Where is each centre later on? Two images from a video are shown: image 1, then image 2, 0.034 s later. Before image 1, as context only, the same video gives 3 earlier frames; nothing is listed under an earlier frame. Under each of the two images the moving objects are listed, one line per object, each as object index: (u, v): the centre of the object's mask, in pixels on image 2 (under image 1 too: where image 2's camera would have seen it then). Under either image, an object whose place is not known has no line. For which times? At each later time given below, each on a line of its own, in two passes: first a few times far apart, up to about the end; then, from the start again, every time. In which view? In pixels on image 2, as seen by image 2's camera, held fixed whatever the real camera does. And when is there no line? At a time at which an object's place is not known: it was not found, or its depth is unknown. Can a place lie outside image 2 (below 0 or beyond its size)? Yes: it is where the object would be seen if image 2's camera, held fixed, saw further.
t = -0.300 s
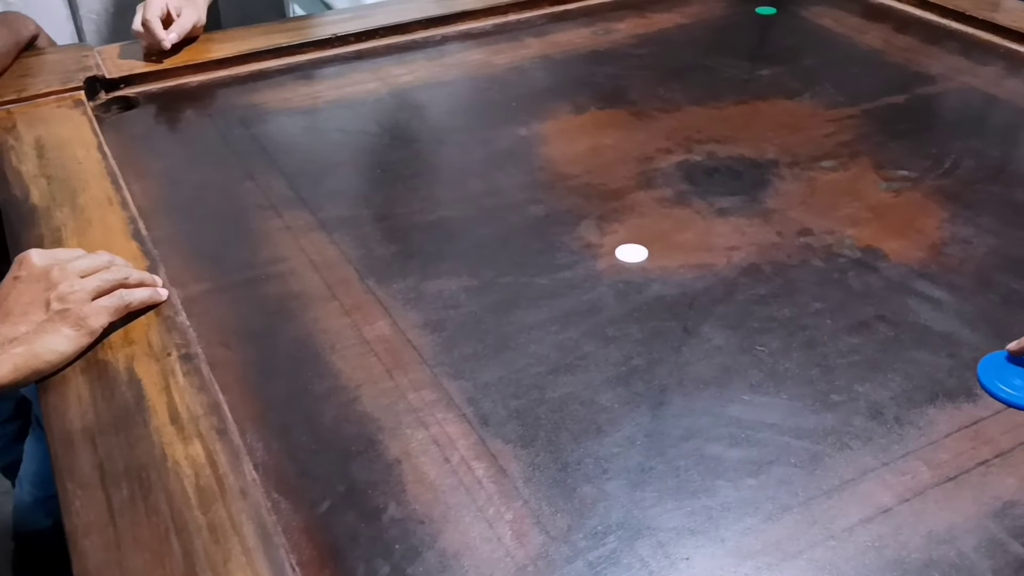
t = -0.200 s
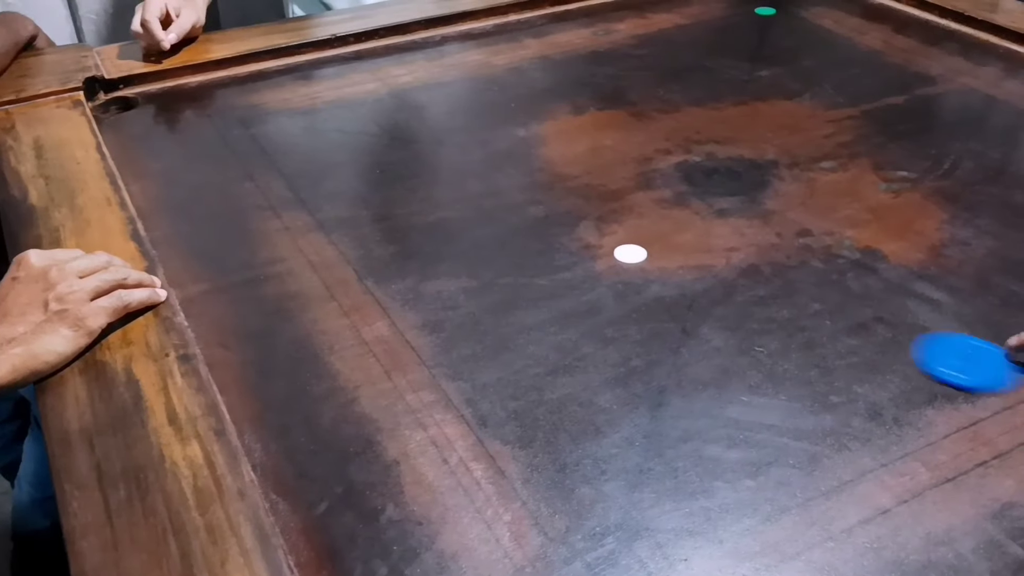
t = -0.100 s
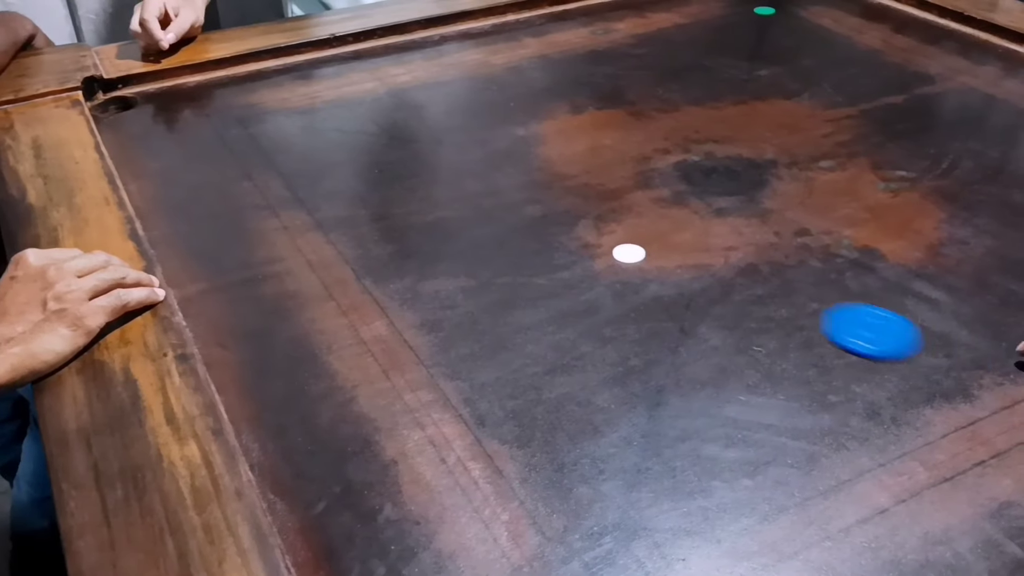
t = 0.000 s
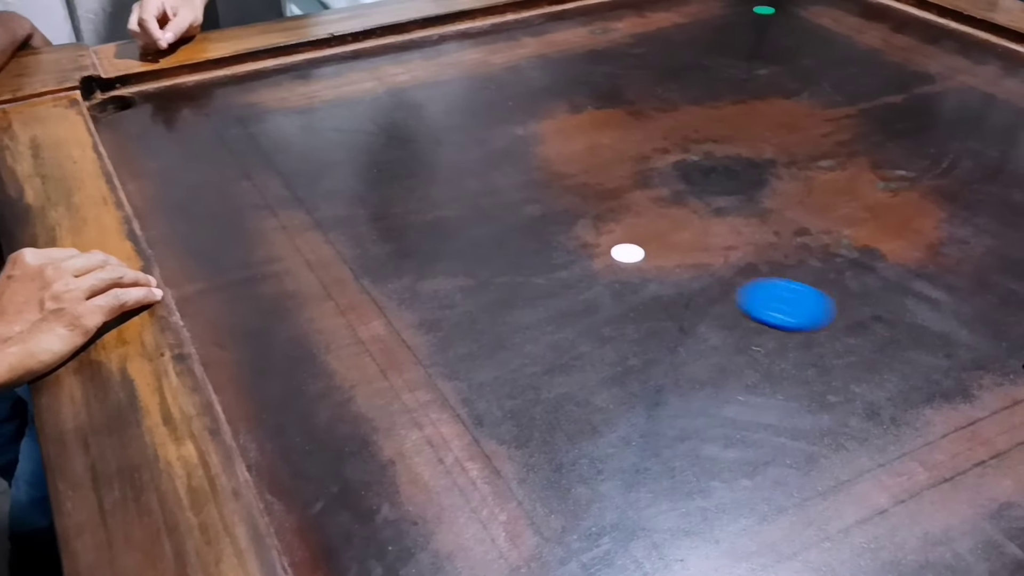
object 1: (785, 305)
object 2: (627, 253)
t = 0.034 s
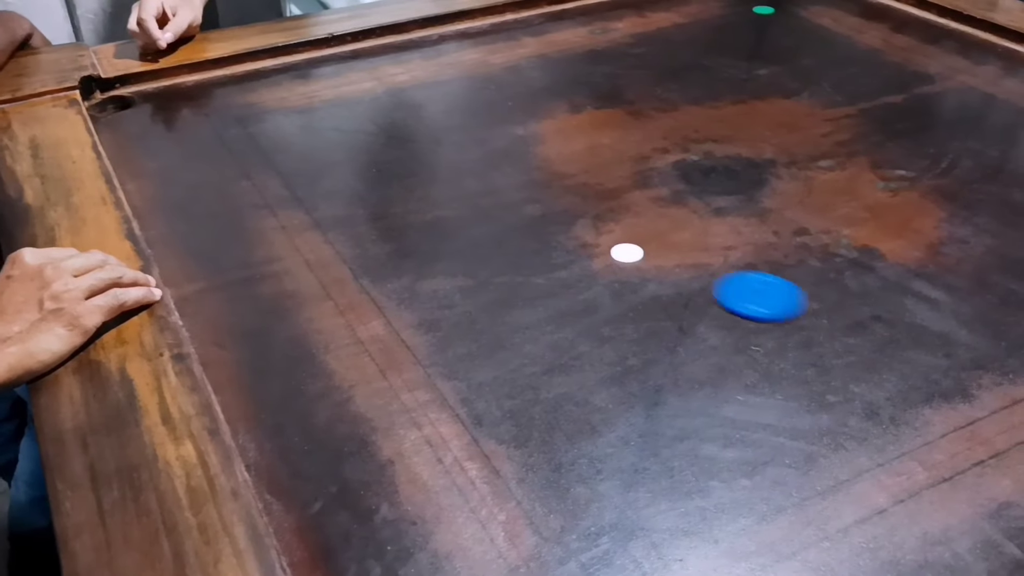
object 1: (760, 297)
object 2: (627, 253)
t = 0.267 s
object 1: (616, 252)
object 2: (519, 215)
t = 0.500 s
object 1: (529, 226)
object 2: (340, 151)
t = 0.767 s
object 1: (463, 208)
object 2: (185, 98)
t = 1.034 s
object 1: (425, 197)
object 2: (126, 127)
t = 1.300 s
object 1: (406, 189)
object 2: (151, 162)
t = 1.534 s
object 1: (400, 187)
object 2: (193, 187)
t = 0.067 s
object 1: (736, 289)
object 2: (627, 253)
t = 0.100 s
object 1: (712, 282)
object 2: (627, 253)
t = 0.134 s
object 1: (688, 274)
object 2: (627, 253)
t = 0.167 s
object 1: (669, 269)
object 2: (614, 248)
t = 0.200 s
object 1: (649, 262)
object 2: (582, 237)
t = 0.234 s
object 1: (632, 257)
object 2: (550, 225)
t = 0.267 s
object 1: (616, 252)
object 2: (519, 215)
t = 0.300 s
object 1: (600, 247)
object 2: (490, 204)
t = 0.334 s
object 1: (585, 243)
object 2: (462, 195)
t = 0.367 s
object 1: (572, 239)
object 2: (436, 185)
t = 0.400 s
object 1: (560, 235)
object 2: (410, 176)
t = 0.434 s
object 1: (549, 232)
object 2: (385, 167)
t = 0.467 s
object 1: (538, 229)
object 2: (362, 159)
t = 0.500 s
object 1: (529, 226)
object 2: (340, 151)
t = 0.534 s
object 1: (519, 223)
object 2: (318, 144)
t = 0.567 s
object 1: (510, 220)
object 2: (297, 136)
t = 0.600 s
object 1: (501, 218)
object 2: (277, 129)
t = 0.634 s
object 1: (493, 215)
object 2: (256, 122)
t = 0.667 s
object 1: (485, 213)
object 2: (238, 116)
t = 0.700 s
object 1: (477, 211)
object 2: (220, 110)
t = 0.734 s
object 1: (470, 209)
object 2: (202, 104)
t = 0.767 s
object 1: (463, 208)
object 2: (185, 98)
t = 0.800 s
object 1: (457, 206)
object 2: (168, 93)
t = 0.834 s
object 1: (452, 205)
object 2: (156, 90)
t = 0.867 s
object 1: (447, 203)
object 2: (151, 96)
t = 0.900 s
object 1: (442, 202)
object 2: (146, 102)
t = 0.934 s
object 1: (437, 201)
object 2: (141, 108)
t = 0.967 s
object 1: (433, 200)
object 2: (136, 114)
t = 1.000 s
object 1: (429, 198)
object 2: (131, 120)
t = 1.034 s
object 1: (425, 197)
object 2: (126, 127)
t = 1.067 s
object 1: (421, 196)
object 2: (120, 133)
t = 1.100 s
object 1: (418, 195)
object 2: (116, 140)
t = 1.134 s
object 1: (415, 194)
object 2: (118, 144)
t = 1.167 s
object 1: (413, 193)
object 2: (124, 147)
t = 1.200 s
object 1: (411, 192)
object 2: (131, 151)
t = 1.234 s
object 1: (409, 191)
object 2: (138, 155)
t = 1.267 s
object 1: (407, 190)
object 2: (145, 159)
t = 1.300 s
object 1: (406, 189)
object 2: (151, 162)
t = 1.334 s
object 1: (404, 189)
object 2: (157, 166)
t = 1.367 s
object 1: (403, 189)
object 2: (163, 169)
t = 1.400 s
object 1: (402, 188)
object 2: (169, 173)
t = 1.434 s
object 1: (401, 188)
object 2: (176, 176)
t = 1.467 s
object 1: (401, 187)
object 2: (182, 180)
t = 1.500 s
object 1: (400, 187)
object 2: (188, 183)
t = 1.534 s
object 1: (400, 187)
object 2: (193, 187)
